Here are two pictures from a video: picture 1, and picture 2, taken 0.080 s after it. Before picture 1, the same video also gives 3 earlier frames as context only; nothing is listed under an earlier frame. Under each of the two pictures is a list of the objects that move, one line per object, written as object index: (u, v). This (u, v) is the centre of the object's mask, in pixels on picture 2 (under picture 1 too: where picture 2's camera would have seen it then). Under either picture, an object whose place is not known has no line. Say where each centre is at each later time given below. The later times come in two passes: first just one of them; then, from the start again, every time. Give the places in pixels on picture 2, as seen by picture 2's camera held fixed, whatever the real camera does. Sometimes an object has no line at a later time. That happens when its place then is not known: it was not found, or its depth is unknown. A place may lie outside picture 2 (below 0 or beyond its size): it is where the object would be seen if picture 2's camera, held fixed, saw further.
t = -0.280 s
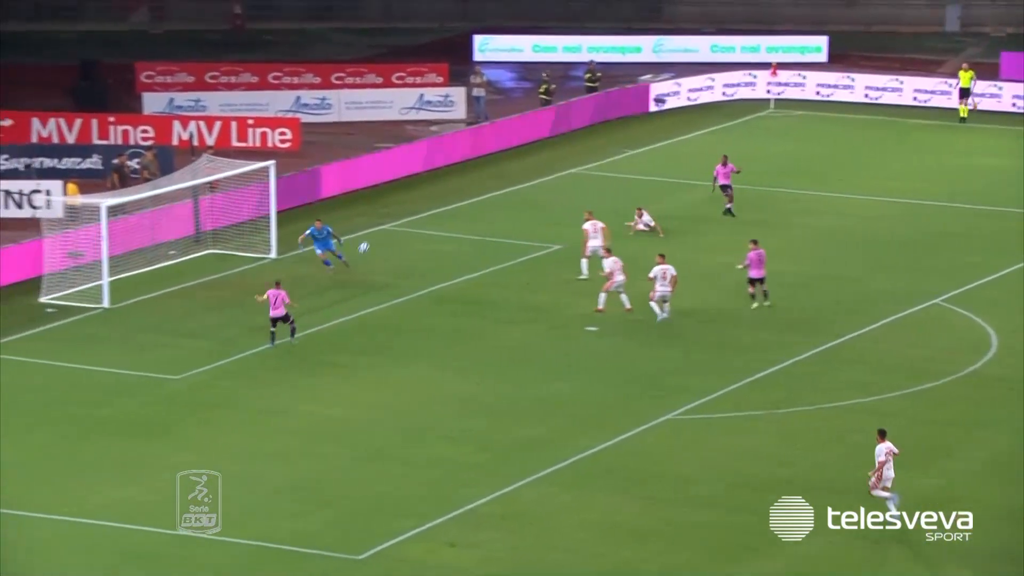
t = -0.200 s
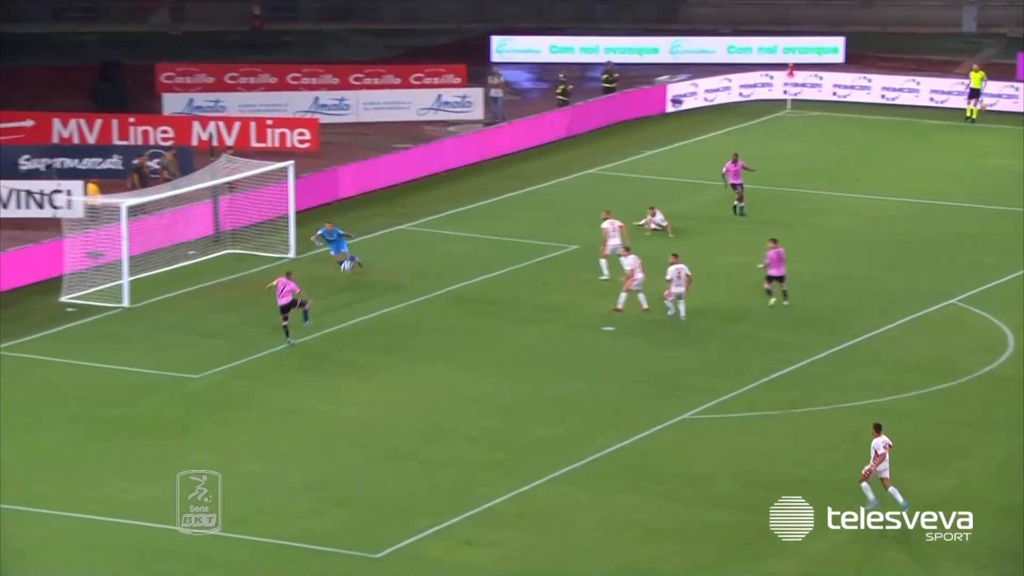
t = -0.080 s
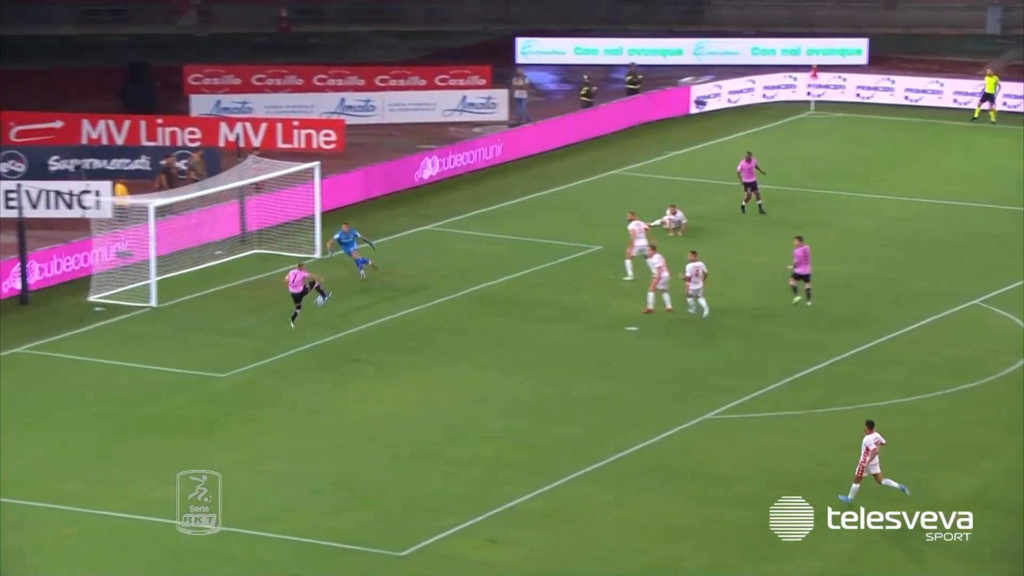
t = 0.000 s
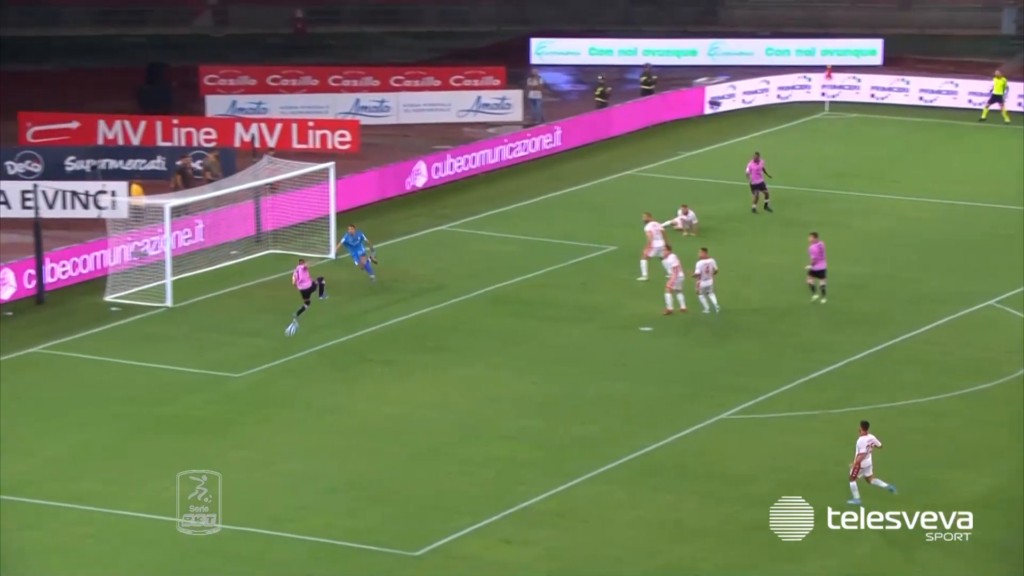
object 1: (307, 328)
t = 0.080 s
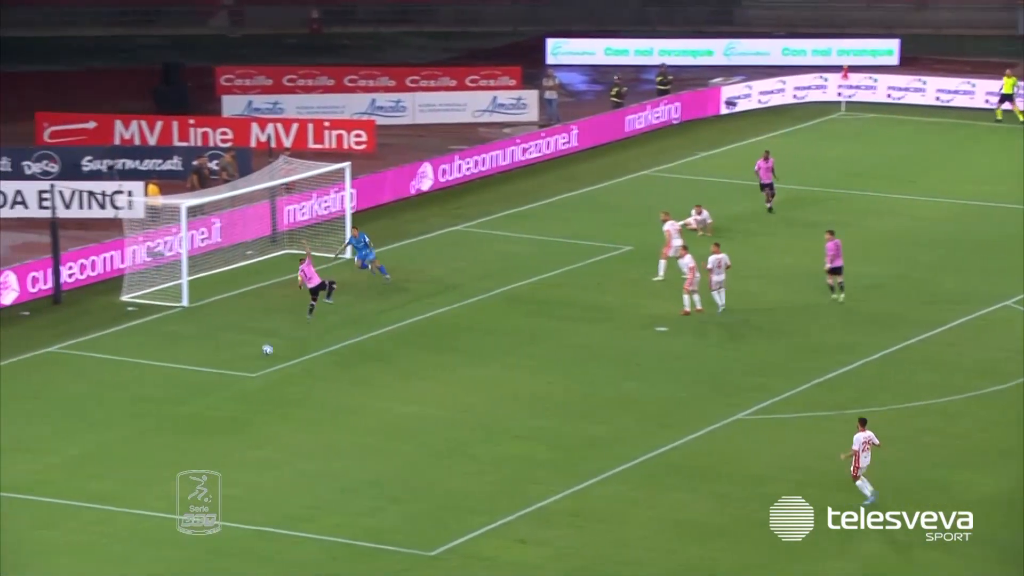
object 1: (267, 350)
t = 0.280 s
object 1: (189, 333)
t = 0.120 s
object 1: (251, 345)
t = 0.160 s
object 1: (236, 341)
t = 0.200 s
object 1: (220, 337)
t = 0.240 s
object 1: (205, 335)
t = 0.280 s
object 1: (189, 333)
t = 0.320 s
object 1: (174, 332)
